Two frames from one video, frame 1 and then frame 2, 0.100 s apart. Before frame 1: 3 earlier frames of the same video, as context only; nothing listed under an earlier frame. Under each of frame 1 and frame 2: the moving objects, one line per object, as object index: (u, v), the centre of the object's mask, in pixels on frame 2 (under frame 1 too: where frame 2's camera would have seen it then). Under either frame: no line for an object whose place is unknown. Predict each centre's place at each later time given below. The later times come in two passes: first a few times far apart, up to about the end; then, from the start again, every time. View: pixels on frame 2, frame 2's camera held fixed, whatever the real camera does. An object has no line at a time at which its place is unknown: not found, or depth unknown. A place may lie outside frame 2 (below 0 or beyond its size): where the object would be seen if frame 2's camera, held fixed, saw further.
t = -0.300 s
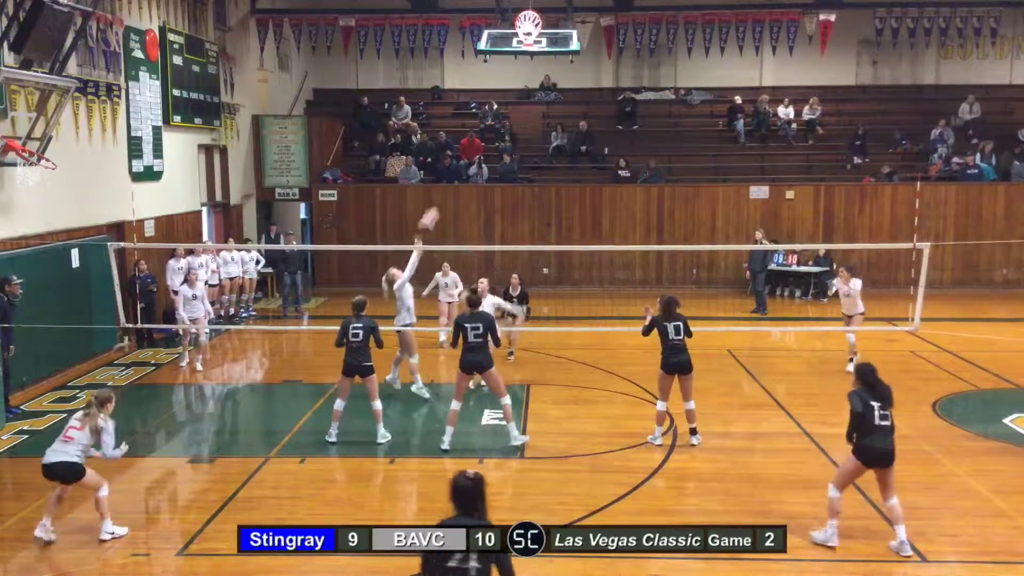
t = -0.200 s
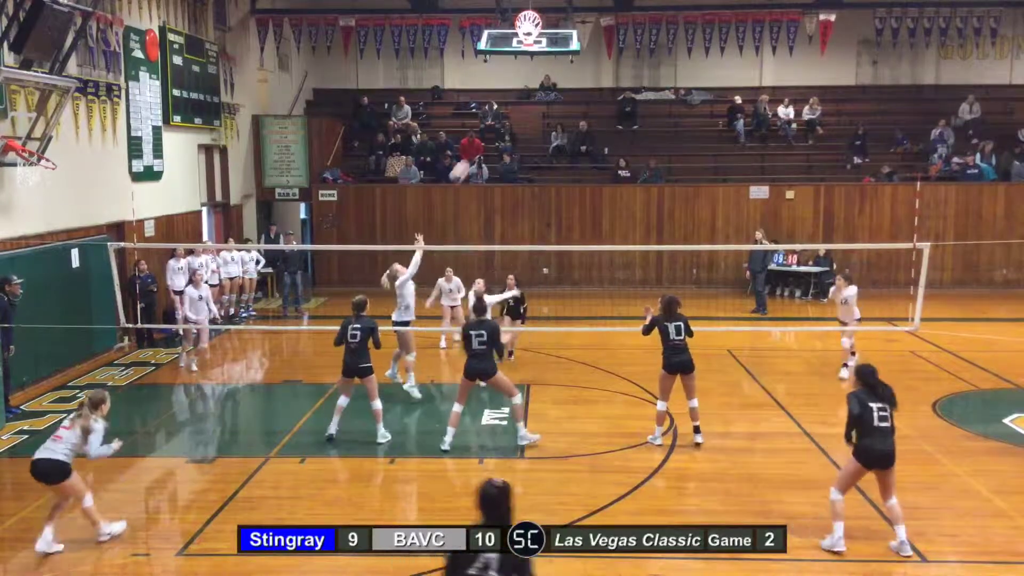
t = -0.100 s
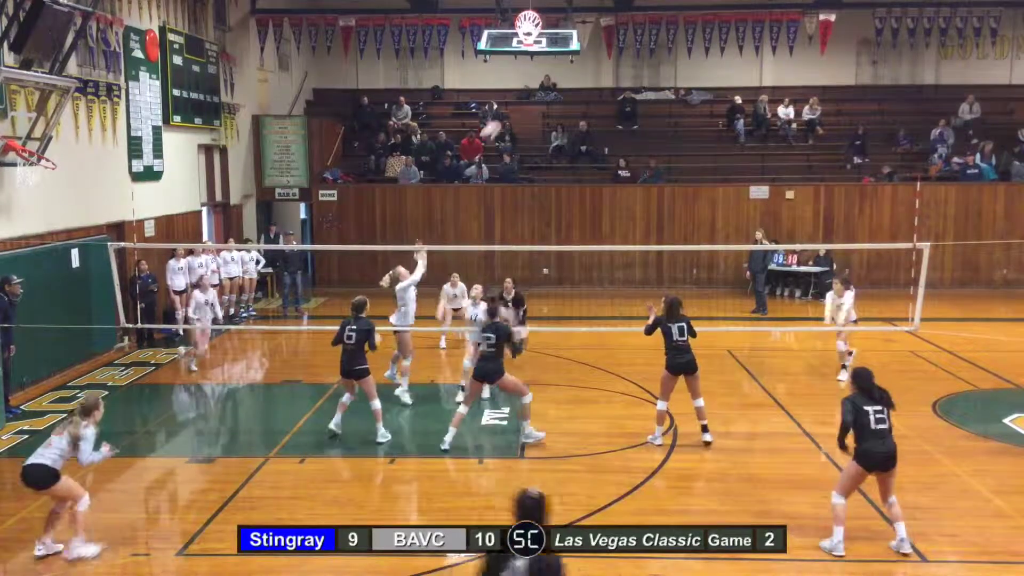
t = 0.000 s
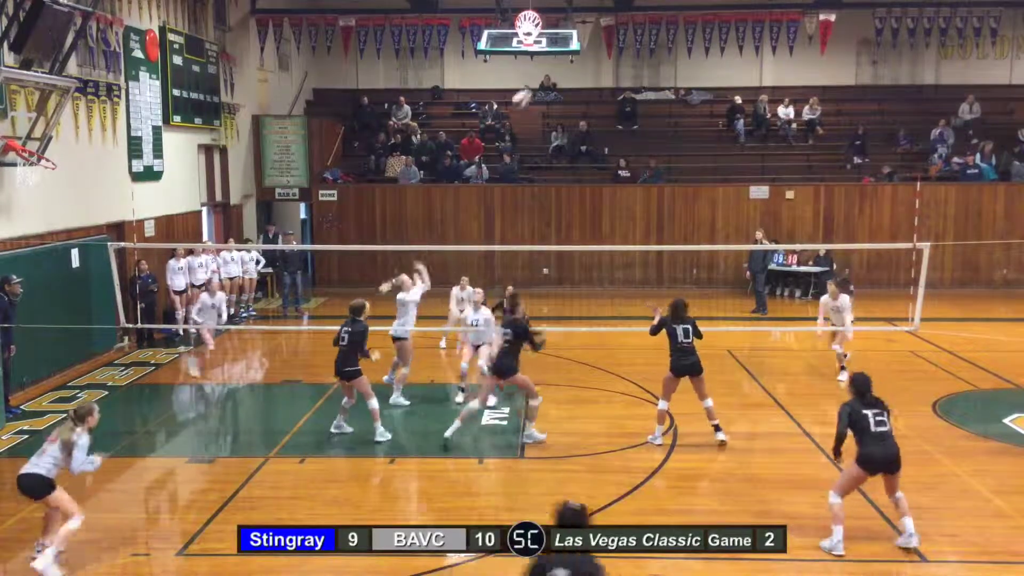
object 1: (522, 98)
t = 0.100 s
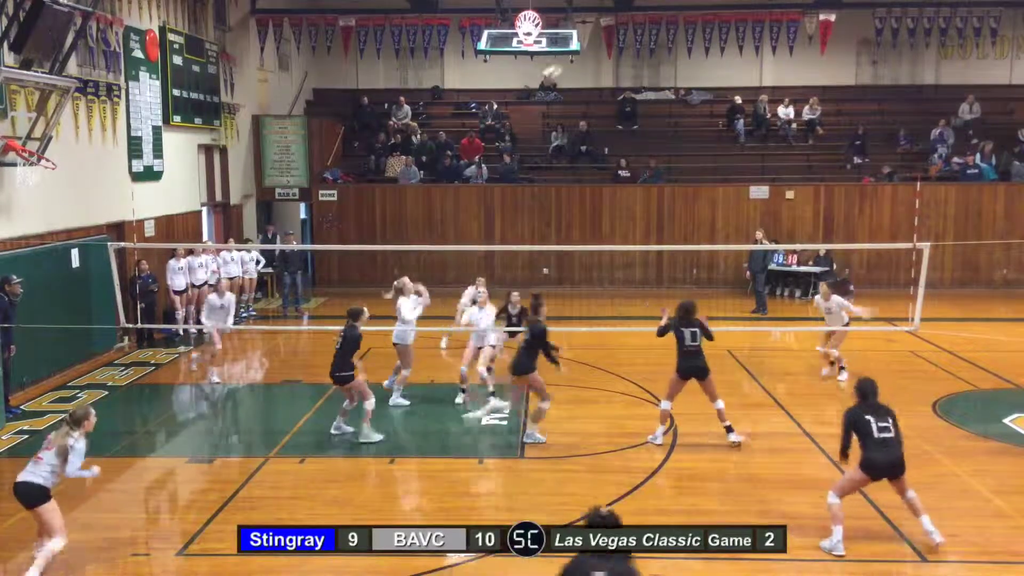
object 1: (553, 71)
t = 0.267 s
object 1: (602, 49)
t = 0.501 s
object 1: (671, 52)
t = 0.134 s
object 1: (562, 67)
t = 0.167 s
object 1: (573, 60)
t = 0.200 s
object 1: (582, 56)
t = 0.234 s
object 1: (593, 51)
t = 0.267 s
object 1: (602, 49)
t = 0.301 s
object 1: (612, 46)
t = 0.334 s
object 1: (622, 46)
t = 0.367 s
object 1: (632, 47)
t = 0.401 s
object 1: (643, 47)
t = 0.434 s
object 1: (652, 46)
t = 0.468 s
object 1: (661, 48)
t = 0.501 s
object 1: (671, 52)
